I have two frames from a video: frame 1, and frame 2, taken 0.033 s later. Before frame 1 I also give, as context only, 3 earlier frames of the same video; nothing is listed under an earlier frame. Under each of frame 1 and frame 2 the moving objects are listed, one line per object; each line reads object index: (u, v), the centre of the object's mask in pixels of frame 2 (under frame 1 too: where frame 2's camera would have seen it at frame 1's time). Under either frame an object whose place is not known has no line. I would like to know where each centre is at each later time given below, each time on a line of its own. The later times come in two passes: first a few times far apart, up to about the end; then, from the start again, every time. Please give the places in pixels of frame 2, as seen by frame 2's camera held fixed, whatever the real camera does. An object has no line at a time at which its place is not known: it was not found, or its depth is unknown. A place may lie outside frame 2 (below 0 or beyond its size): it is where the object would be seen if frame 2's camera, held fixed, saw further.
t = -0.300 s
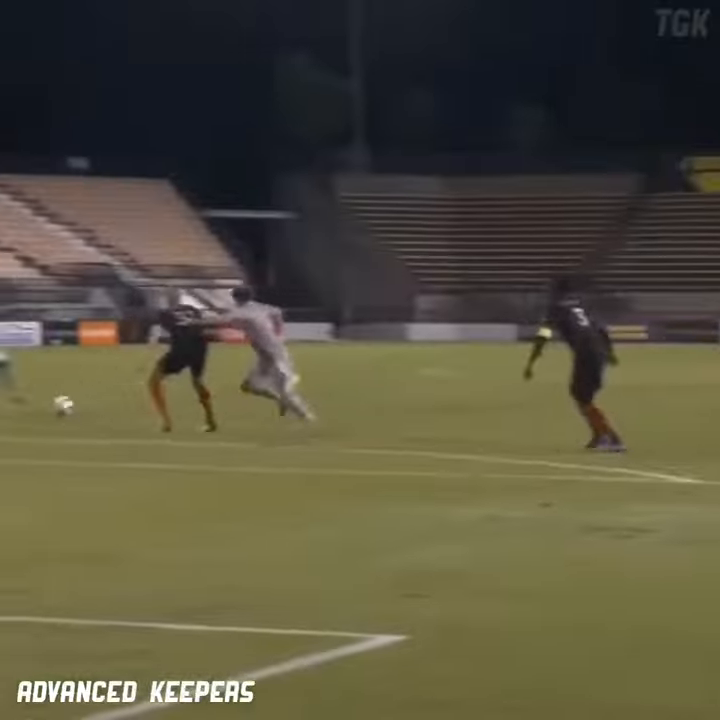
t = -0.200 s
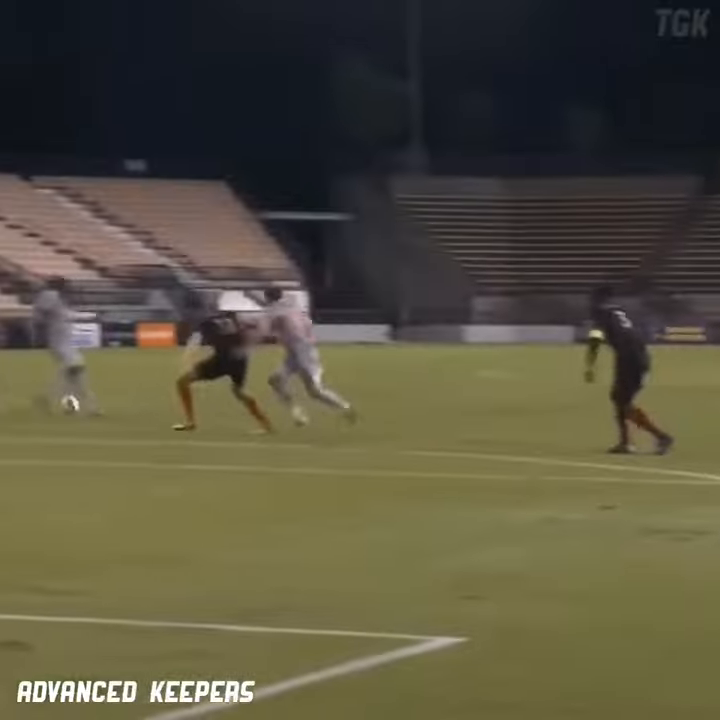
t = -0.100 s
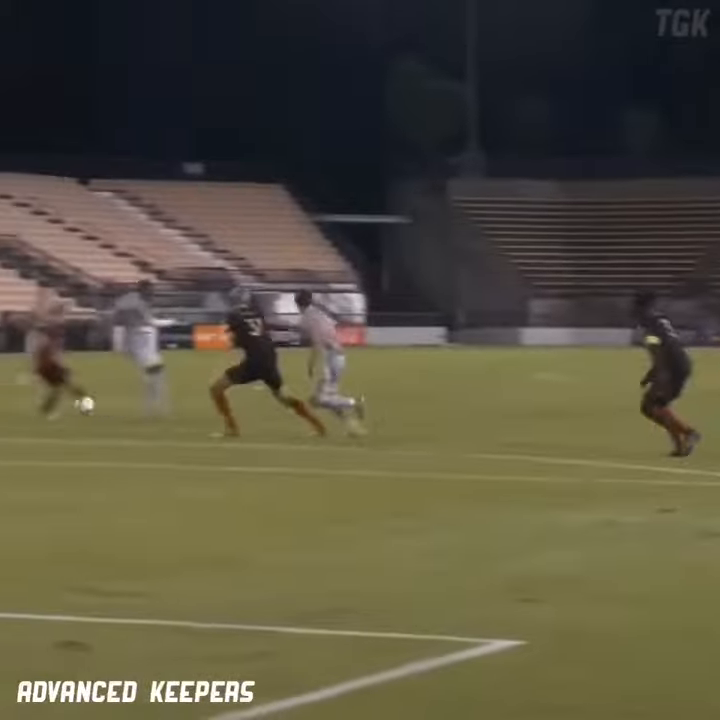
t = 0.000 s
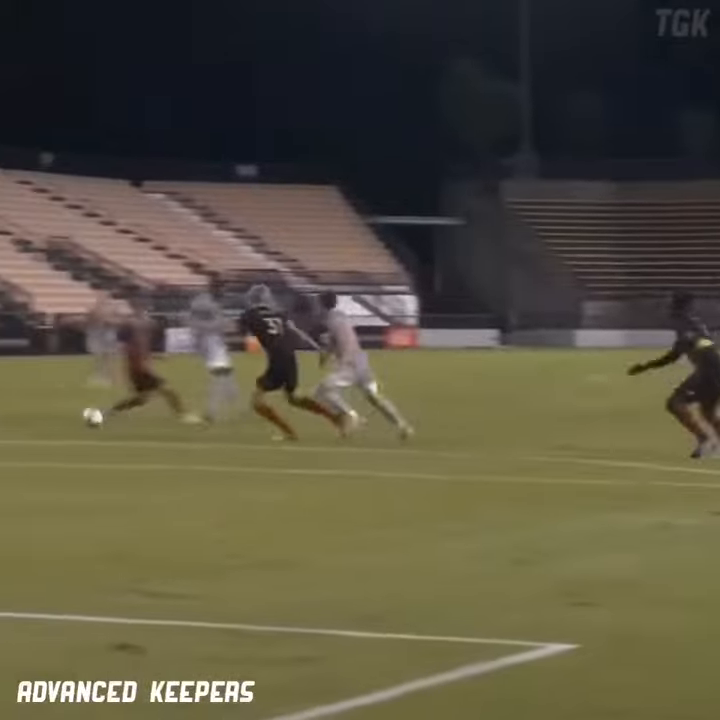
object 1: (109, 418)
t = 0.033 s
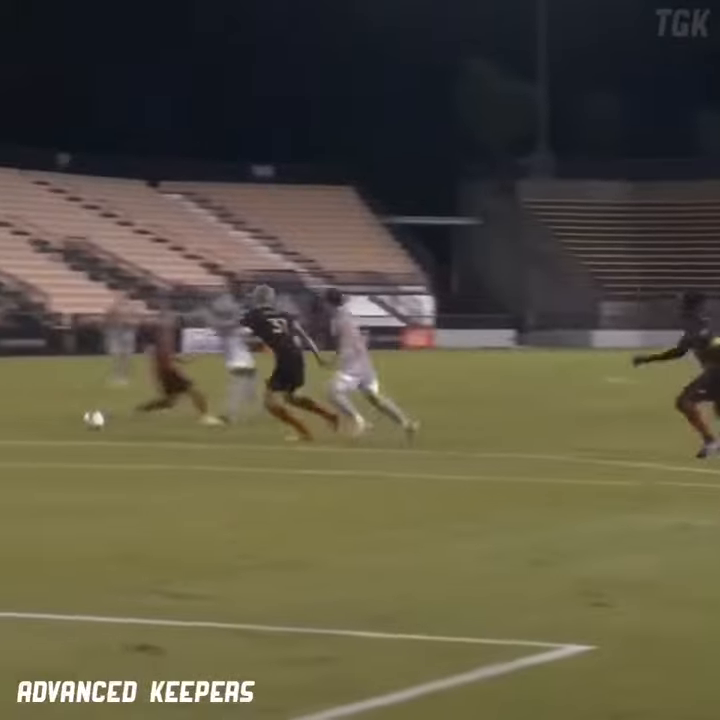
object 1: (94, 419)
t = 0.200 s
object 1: (18, 414)
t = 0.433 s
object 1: (-94, 426)
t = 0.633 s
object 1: (-189, 436)
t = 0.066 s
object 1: (79, 418)
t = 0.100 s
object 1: (65, 415)
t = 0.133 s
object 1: (49, 414)
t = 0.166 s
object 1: (32, 413)
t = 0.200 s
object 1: (18, 414)
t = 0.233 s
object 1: (2, 416)
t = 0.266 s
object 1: (-14, 420)
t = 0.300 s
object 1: (-29, 424)
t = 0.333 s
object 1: (-45, 429)
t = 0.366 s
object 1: (-62, 429)
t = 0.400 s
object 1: (-77, 426)
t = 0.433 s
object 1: (-94, 426)
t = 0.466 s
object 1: (-109, 426)
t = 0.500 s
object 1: (-124, 427)
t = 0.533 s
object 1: (-141, 429)
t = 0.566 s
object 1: (-158, 432)
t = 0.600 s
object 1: (-173, 438)
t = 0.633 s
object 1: (-189, 436)
